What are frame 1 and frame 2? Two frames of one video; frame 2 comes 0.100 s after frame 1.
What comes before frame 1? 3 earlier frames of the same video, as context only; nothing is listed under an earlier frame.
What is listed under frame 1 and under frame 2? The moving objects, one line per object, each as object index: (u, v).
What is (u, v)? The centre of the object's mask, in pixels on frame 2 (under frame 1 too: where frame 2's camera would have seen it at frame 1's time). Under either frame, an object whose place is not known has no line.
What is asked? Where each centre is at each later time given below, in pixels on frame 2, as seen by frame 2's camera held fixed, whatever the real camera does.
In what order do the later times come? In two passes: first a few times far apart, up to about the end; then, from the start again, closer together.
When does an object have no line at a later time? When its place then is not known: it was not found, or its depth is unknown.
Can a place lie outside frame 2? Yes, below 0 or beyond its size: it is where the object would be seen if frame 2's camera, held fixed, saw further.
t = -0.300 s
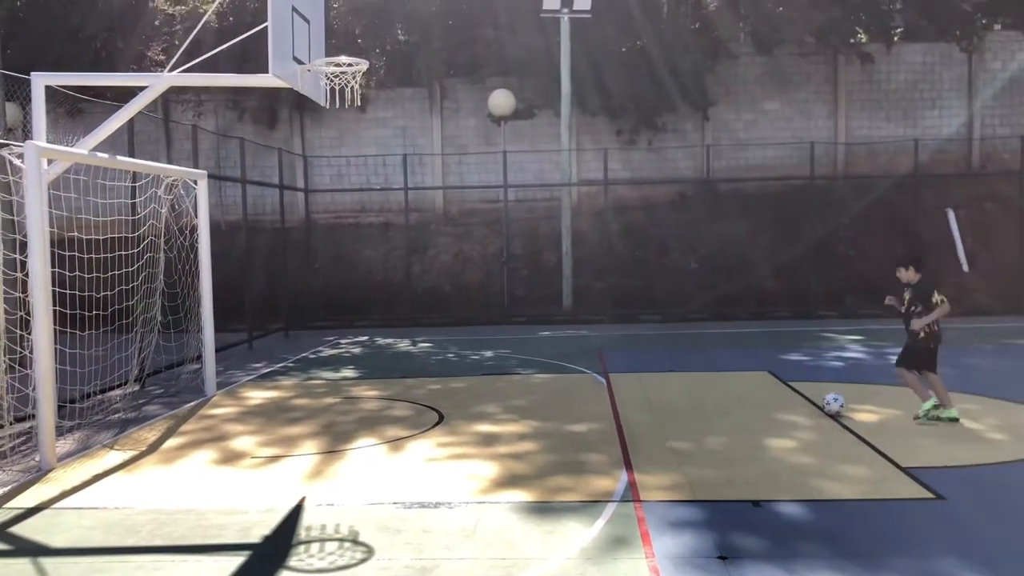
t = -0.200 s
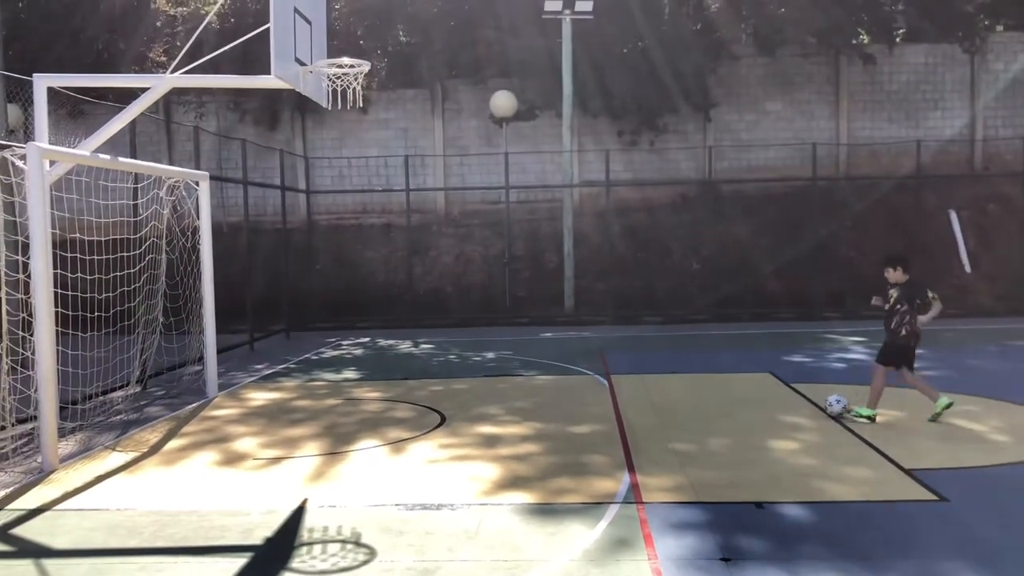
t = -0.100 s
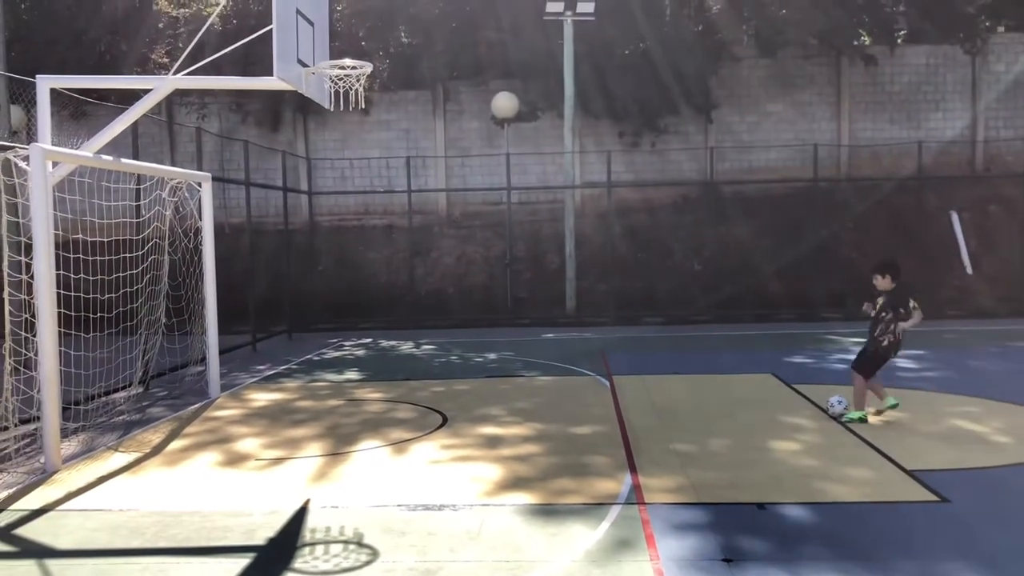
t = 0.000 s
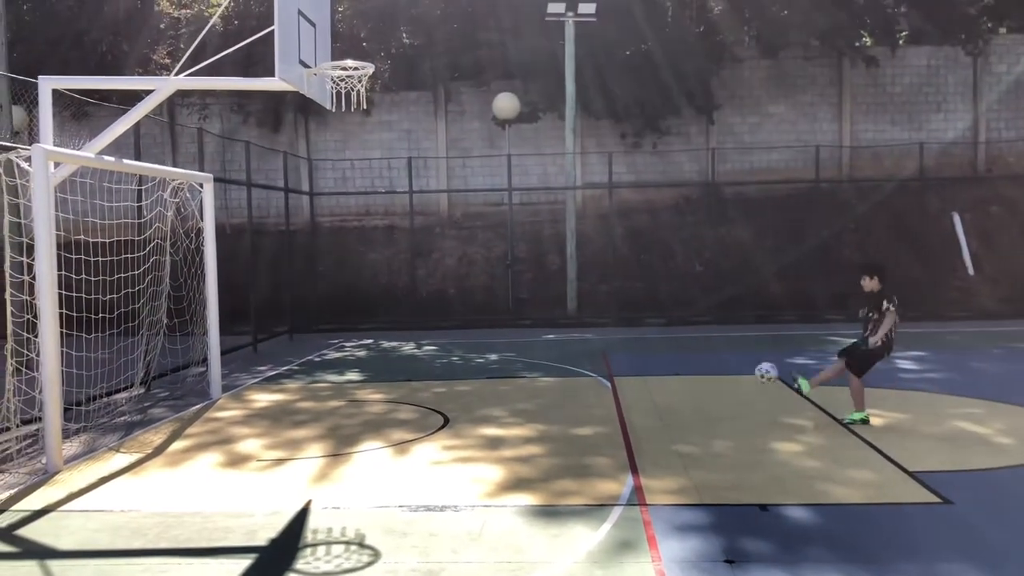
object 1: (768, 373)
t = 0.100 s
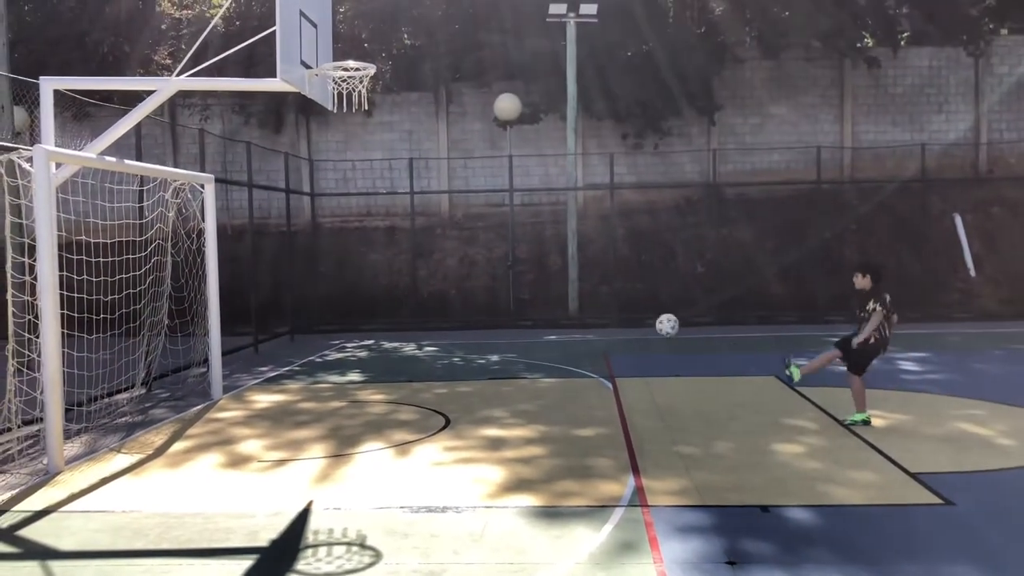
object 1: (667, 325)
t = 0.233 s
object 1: (539, 278)
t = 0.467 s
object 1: (322, 246)
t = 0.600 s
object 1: (202, 257)
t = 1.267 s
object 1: (122, 390)
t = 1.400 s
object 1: (134, 382)
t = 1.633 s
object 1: (158, 389)
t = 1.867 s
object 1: (183, 393)
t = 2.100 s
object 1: (206, 393)
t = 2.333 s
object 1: (230, 393)
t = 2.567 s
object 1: (255, 393)
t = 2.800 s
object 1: (279, 393)
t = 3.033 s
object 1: (301, 391)
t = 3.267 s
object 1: (323, 389)
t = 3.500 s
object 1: (343, 389)
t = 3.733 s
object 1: (361, 389)
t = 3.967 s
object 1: (381, 386)
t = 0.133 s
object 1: (634, 311)
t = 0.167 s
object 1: (602, 298)
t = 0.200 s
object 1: (570, 287)
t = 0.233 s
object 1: (539, 278)
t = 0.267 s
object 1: (507, 269)
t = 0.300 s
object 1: (476, 262)
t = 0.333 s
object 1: (445, 256)
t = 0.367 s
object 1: (414, 251)
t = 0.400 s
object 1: (383, 249)
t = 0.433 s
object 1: (352, 247)
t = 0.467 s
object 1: (322, 246)
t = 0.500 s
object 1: (292, 247)
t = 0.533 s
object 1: (261, 249)
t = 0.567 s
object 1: (232, 252)
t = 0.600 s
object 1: (202, 257)
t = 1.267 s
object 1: (122, 390)
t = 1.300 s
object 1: (125, 396)
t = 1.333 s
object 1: (129, 390)
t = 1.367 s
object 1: (132, 385)
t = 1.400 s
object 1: (134, 382)
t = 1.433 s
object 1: (138, 380)
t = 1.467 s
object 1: (141, 379)
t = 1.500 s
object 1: (144, 379)
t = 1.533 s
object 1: (146, 379)
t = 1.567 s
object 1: (150, 381)
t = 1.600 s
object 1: (154, 384)
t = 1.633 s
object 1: (158, 389)
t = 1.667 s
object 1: (161, 394)
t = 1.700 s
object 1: (162, 391)
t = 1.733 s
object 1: (167, 389)
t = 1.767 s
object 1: (171, 388)
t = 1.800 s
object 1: (175, 388)
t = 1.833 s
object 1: (179, 388)
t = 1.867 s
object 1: (183, 393)
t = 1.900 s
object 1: (187, 393)
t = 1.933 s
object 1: (190, 392)
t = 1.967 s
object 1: (195, 392)
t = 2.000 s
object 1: (197, 393)
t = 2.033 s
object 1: (201, 392)
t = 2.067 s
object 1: (204, 392)
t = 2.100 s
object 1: (206, 393)
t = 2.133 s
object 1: (210, 393)
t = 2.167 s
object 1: (213, 393)
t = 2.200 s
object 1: (217, 395)
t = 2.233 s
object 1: (222, 394)
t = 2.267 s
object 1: (225, 393)
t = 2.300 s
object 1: (227, 394)
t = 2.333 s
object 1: (230, 393)
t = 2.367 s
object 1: (235, 393)
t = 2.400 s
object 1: (238, 394)
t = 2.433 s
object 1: (241, 394)
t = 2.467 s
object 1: (244, 393)
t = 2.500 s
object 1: (249, 394)
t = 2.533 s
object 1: (252, 393)
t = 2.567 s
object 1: (255, 393)
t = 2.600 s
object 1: (259, 393)
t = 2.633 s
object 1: (262, 393)
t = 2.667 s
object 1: (265, 392)
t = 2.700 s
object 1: (268, 392)
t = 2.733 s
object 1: (272, 392)
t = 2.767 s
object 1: (276, 392)
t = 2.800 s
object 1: (279, 393)
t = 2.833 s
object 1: (283, 392)
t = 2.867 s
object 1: (286, 392)
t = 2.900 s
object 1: (288, 391)
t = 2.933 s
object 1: (292, 391)
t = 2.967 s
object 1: (294, 391)
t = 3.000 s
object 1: (297, 391)
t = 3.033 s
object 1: (301, 391)
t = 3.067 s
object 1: (304, 390)
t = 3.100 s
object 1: (308, 390)
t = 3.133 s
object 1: (311, 390)
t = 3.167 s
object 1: (314, 390)
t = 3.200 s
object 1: (318, 390)
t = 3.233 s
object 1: (320, 389)
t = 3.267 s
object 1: (323, 389)
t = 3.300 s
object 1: (325, 389)
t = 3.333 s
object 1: (328, 390)
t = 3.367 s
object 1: (333, 388)
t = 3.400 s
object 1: (335, 389)
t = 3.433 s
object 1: (338, 390)
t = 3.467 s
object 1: (340, 390)
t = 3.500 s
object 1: (343, 389)
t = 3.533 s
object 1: (347, 390)
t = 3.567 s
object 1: (349, 388)
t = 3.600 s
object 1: (351, 388)
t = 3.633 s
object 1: (354, 388)
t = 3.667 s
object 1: (357, 388)
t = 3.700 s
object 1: (359, 389)
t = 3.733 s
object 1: (361, 389)
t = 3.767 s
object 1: (365, 387)
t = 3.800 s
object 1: (367, 387)
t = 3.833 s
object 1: (370, 387)
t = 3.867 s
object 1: (372, 387)
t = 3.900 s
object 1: (376, 386)
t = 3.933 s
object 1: (378, 386)
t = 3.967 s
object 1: (381, 386)
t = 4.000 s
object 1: (383, 386)
